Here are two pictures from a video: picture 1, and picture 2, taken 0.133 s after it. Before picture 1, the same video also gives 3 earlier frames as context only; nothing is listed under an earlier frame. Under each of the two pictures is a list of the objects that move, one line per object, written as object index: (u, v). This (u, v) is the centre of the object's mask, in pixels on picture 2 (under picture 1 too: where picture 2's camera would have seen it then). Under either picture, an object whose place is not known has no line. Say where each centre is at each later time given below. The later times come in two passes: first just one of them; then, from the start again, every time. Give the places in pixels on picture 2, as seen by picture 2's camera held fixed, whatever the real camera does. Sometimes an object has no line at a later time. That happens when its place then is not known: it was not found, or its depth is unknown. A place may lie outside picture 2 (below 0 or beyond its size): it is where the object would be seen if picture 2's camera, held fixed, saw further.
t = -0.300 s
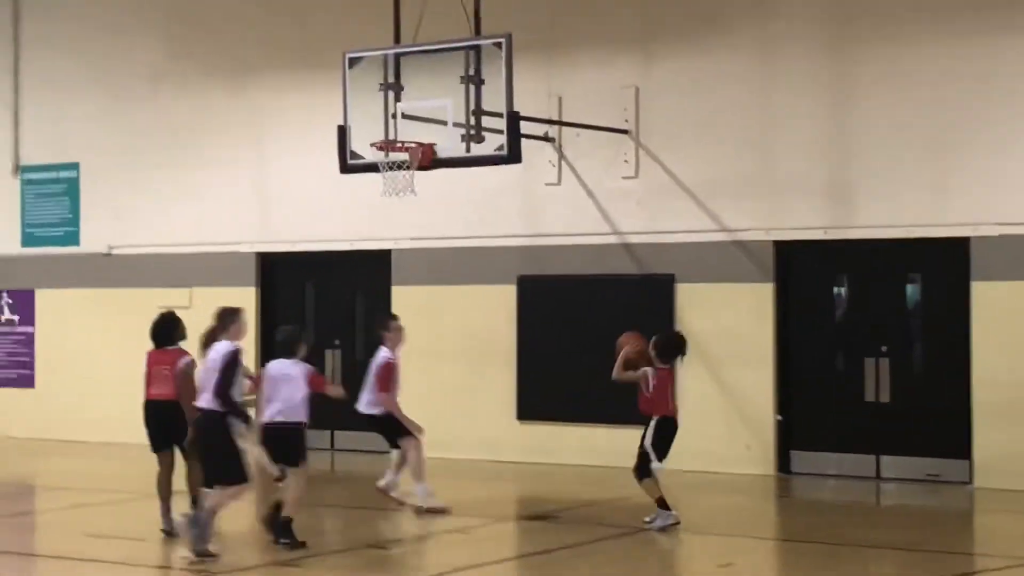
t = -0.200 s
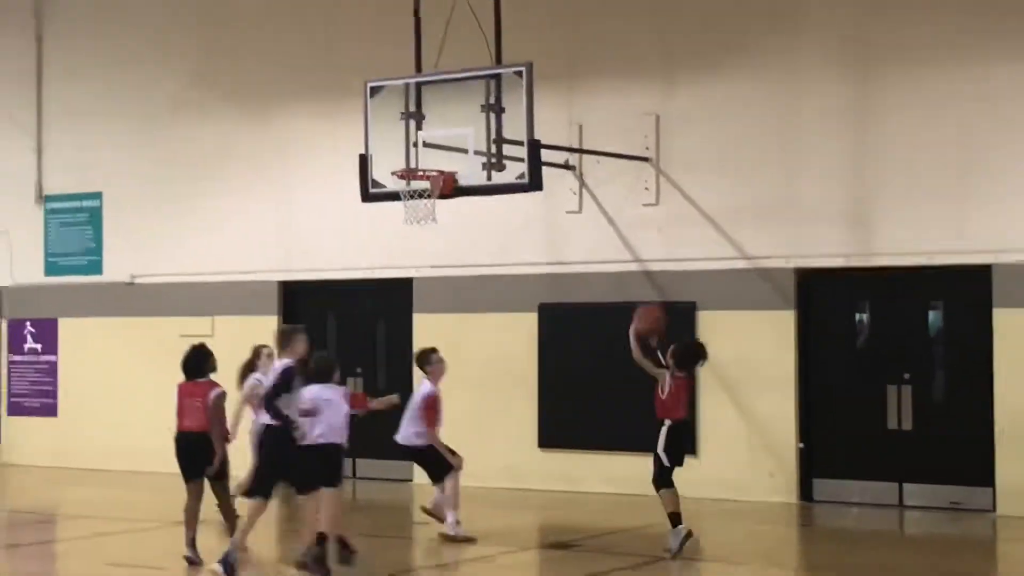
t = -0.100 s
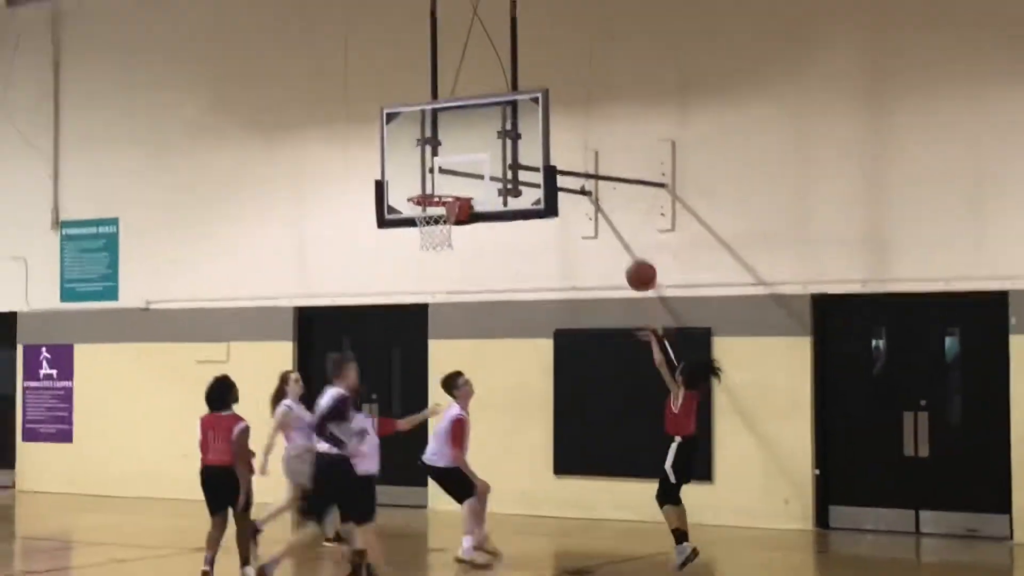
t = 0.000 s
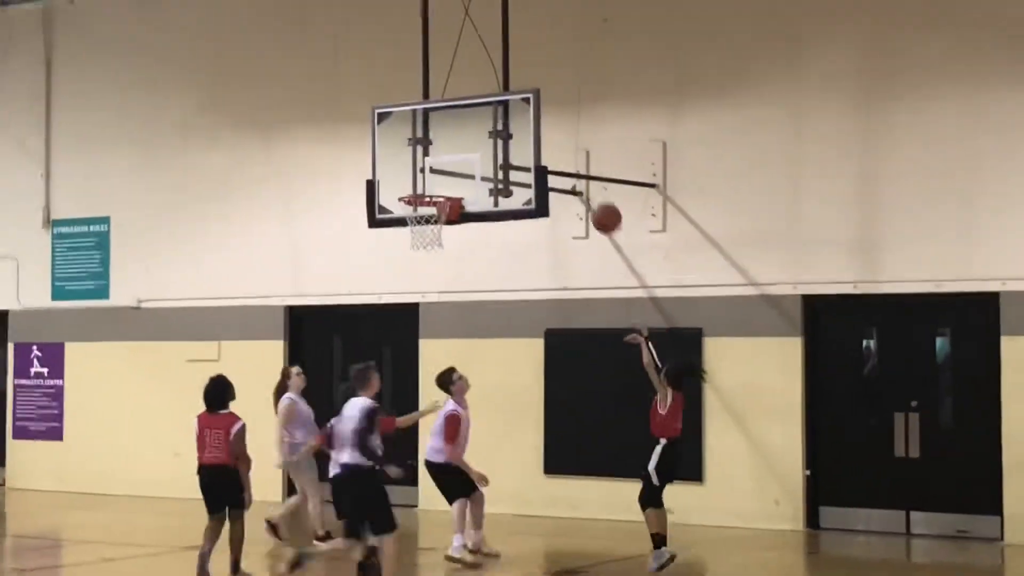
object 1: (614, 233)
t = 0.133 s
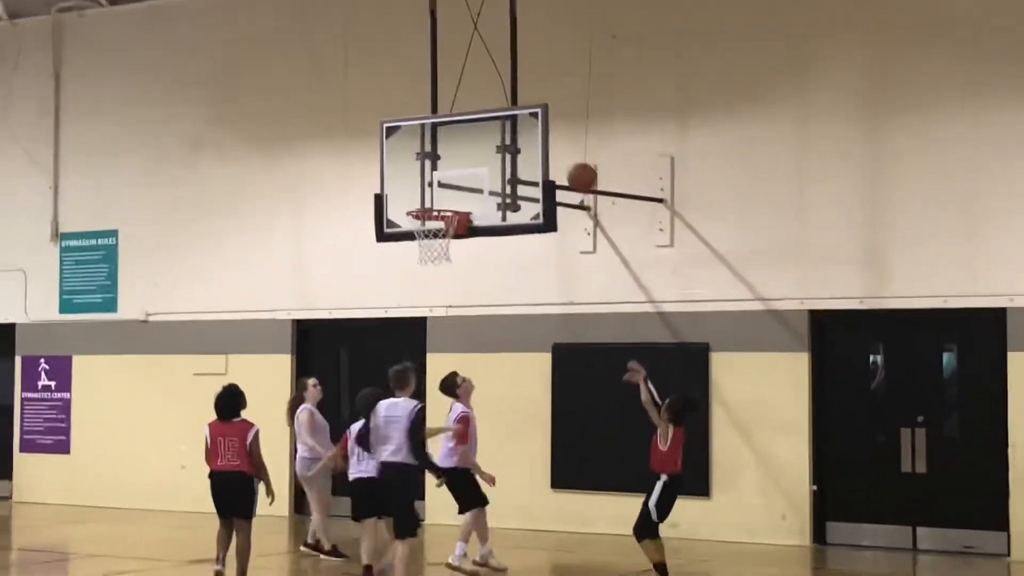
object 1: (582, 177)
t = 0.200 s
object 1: (566, 158)
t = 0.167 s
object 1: (574, 167)
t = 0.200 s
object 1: (566, 158)
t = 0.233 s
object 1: (560, 152)
